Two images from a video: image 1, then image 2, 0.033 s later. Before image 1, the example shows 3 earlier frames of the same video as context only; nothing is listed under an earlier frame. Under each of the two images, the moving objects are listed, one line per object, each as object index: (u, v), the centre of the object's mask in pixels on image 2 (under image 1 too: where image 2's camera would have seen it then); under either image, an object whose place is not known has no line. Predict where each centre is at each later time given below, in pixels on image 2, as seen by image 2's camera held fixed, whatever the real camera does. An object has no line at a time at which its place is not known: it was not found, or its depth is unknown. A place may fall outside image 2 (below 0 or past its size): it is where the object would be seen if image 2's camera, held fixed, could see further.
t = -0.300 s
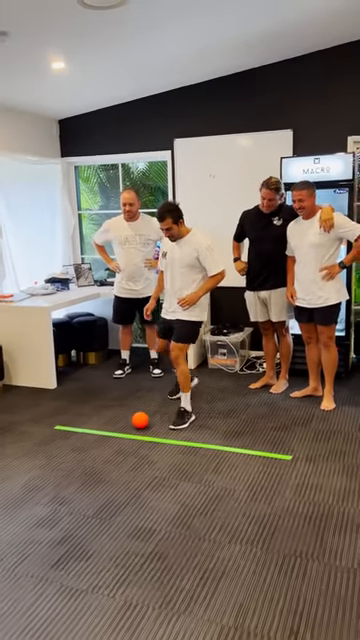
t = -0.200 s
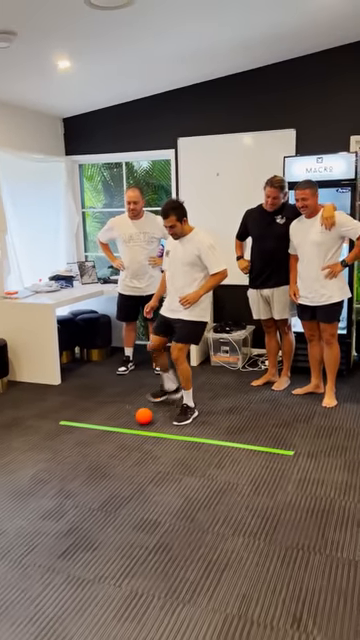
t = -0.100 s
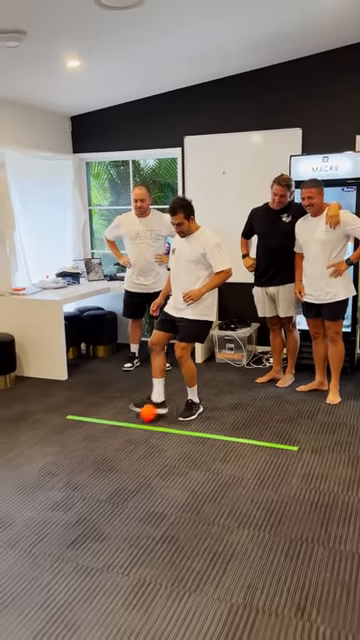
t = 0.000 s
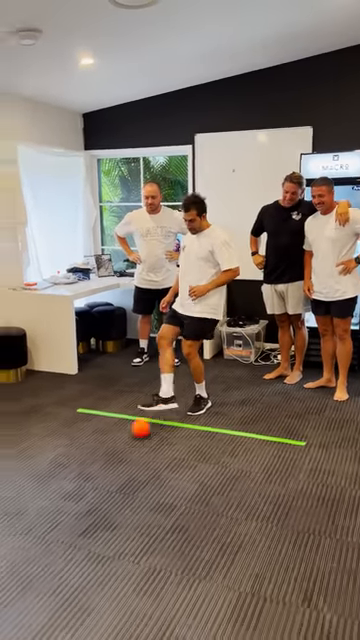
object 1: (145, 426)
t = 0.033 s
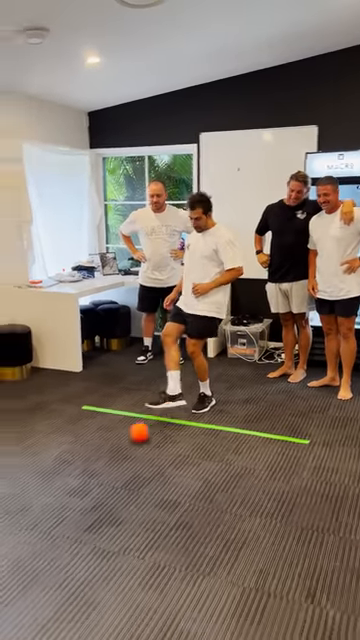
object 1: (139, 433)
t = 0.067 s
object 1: (133, 440)
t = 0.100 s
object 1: (127, 447)
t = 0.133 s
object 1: (121, 453)
